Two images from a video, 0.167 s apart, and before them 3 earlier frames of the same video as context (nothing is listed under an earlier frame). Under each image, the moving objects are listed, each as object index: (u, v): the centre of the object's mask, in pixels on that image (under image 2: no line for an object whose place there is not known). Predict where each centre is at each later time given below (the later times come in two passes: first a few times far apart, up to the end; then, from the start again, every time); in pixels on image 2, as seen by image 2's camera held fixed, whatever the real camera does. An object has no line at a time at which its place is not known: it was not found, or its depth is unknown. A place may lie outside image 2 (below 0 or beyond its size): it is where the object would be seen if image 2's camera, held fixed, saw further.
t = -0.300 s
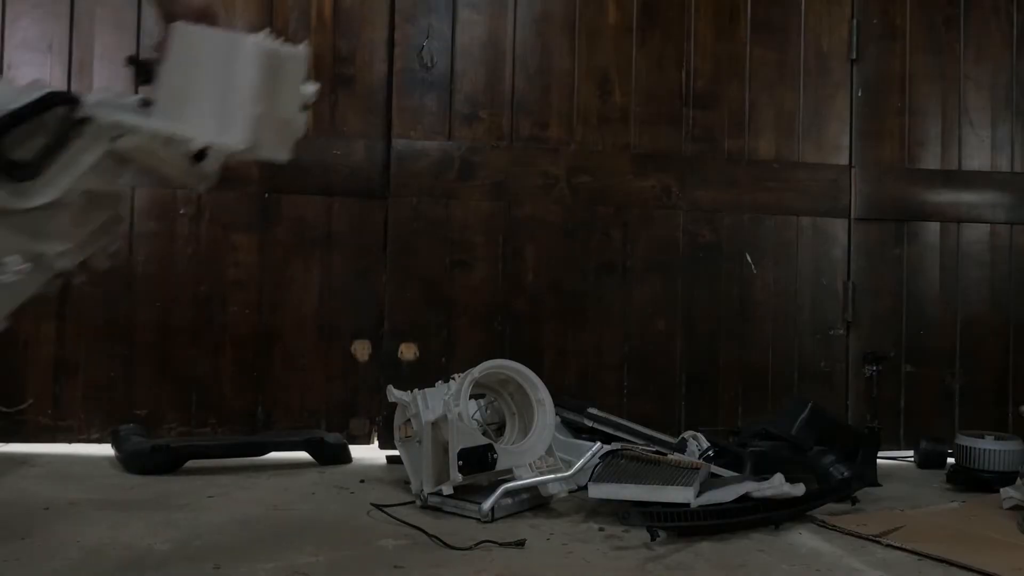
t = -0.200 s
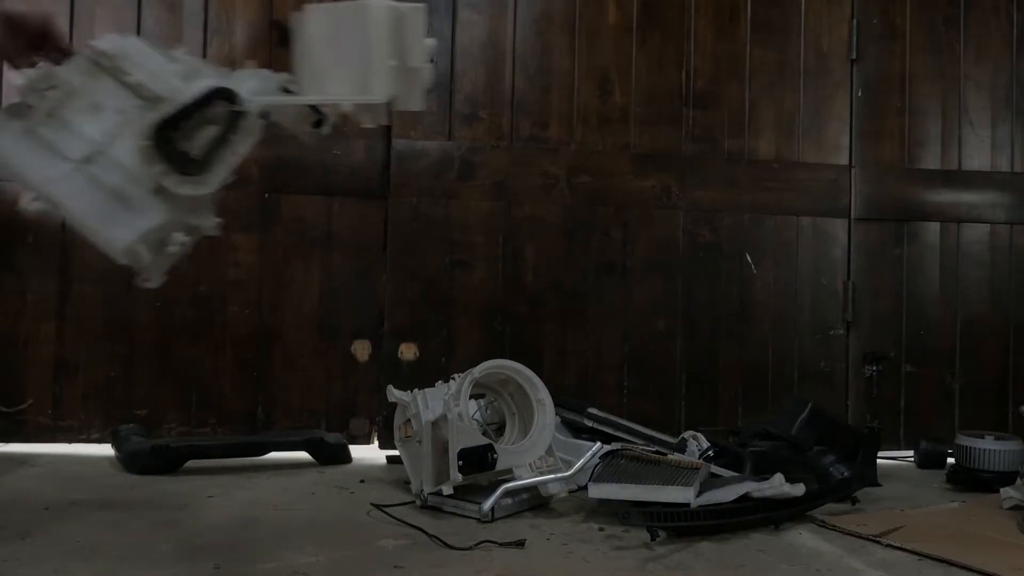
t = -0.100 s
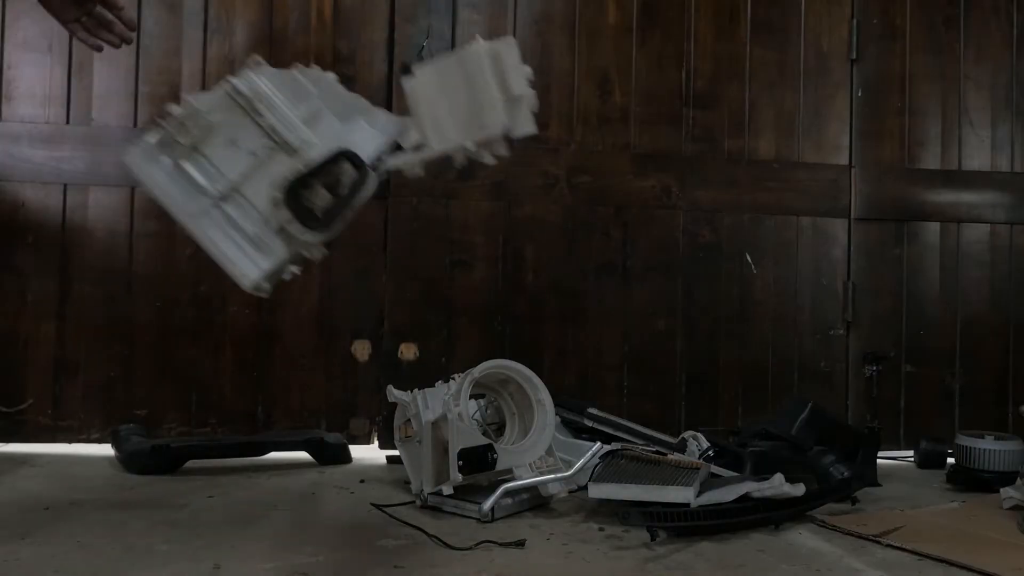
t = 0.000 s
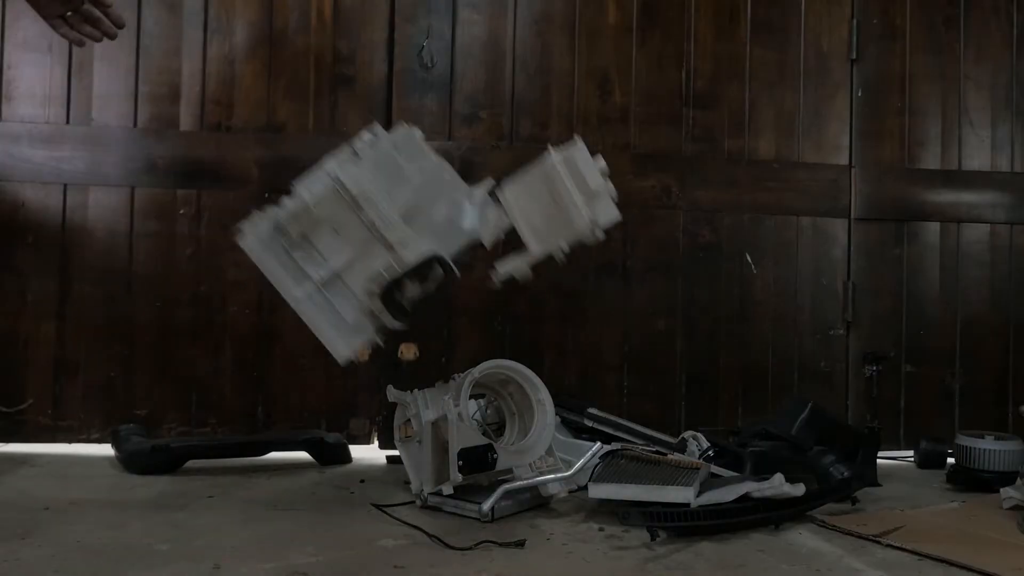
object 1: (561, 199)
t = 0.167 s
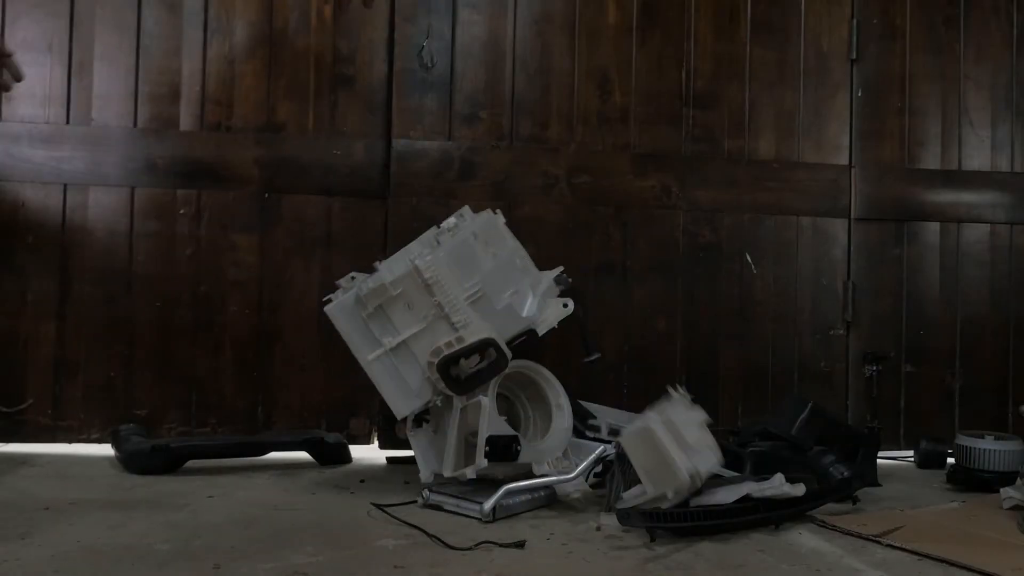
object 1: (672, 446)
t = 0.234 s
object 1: (726, 460)
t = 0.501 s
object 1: (942, 504)
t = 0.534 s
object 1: (948, 512)
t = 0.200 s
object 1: (704, 455)
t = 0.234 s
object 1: (726, 460)
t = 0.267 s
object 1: (759, 457)
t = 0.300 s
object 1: (787, 459)
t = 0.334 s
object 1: (814, 473)
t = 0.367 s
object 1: (841, 463)
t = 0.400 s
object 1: (868, 461)
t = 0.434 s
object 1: (893, 468)
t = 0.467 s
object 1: (917, 483)
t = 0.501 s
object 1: (942, 504)
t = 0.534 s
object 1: (948, 512)
